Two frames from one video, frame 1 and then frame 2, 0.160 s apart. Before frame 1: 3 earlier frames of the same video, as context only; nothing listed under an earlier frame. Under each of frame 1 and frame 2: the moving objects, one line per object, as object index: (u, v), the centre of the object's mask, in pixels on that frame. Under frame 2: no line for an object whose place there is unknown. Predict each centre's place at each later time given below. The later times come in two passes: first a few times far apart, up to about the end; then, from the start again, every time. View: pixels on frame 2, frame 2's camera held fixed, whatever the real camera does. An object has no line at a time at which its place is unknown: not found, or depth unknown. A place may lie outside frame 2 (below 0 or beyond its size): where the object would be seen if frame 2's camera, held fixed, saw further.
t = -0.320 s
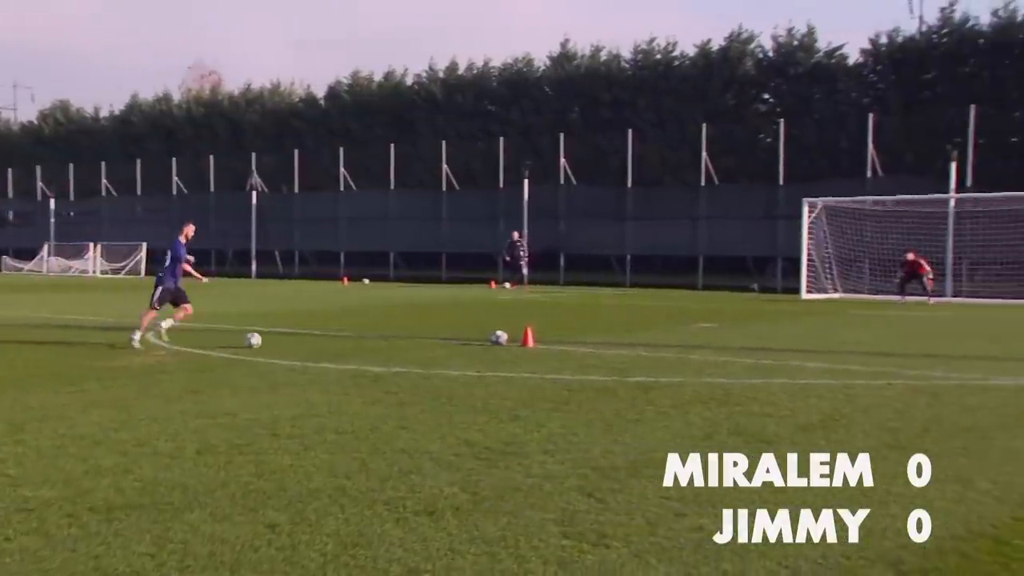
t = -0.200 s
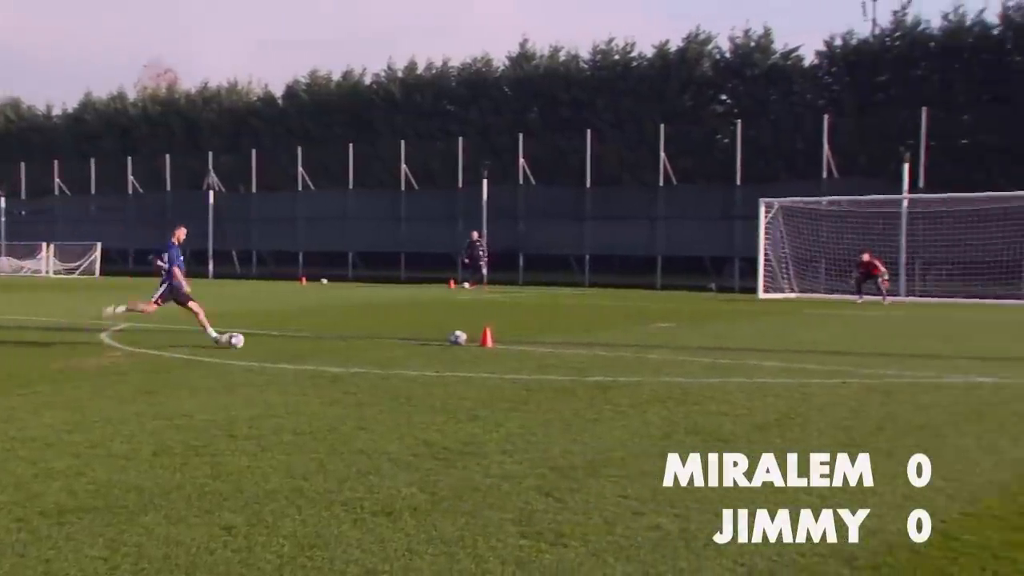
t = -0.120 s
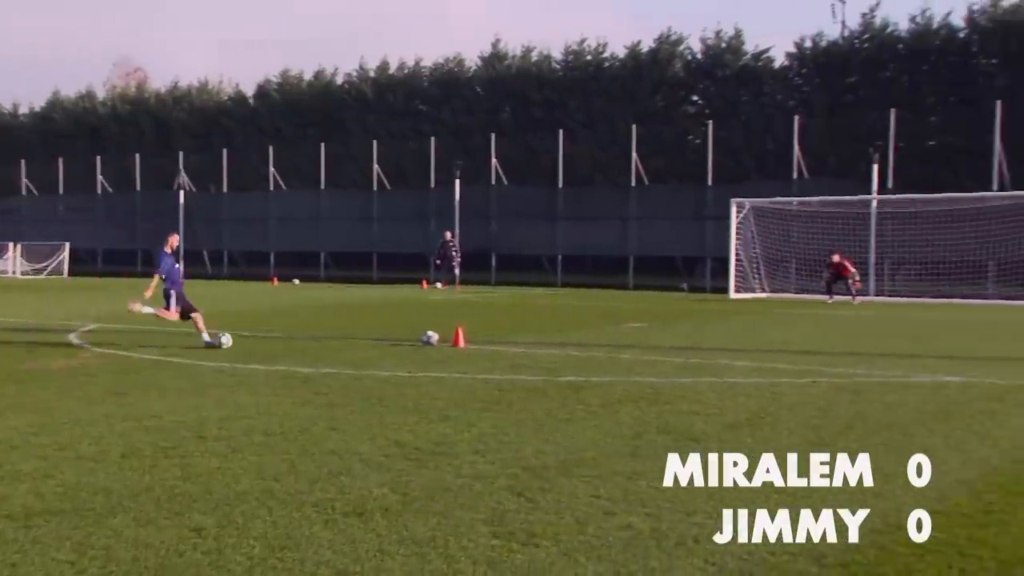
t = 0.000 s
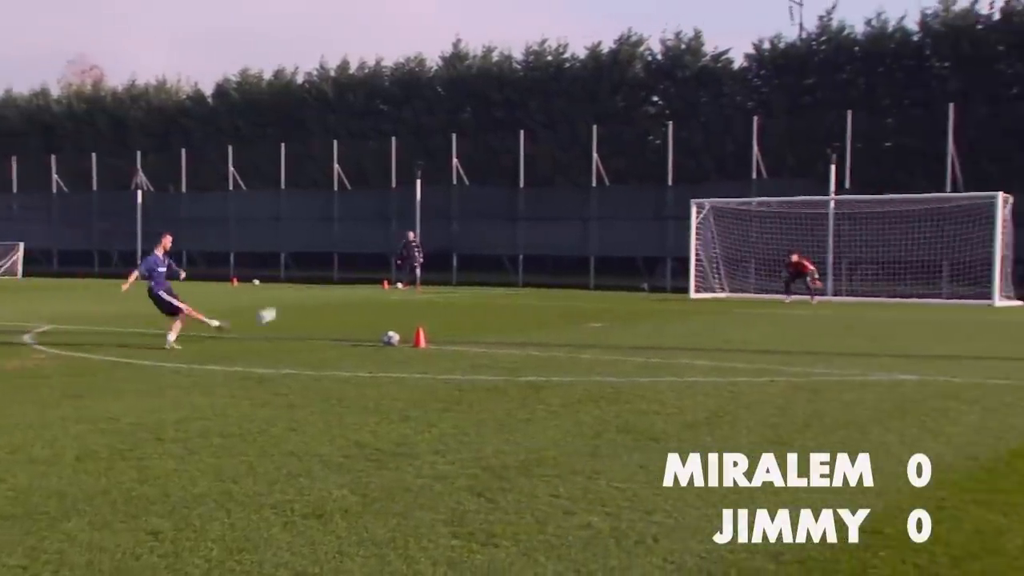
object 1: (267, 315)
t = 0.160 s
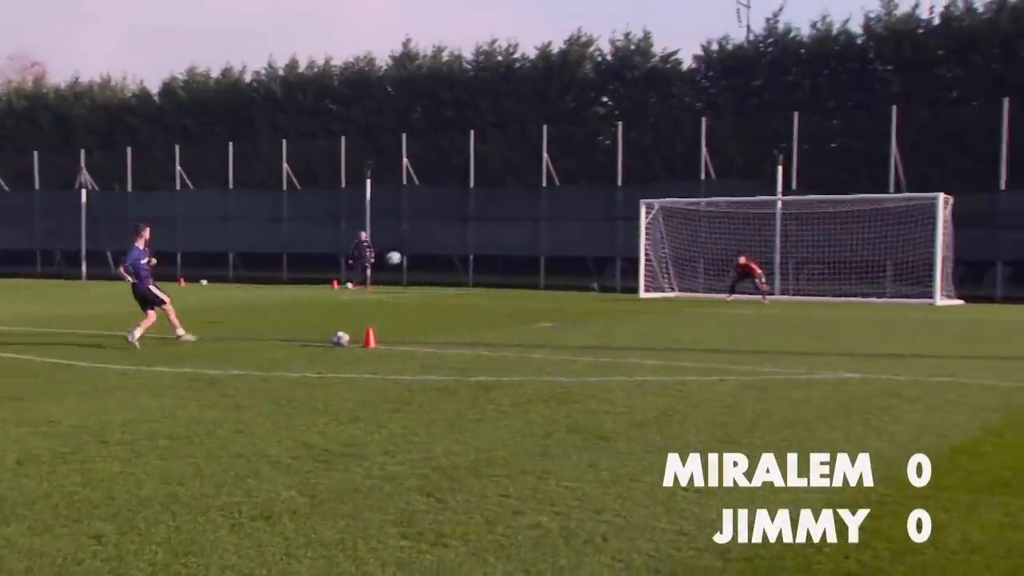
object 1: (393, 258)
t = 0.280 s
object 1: (482, 239)
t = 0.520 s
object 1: (591, 240)
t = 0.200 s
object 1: (426, 249)
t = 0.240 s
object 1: (456, 243)
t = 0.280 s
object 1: (482, 239)
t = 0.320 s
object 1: (505, 236)
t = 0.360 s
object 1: (526, 235)
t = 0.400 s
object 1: (545, 235)
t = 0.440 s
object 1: (562, 236)
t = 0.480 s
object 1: (577, 237)
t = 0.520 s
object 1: (591, 240)
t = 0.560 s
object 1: (603, 243)
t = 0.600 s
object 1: (615, 247)
